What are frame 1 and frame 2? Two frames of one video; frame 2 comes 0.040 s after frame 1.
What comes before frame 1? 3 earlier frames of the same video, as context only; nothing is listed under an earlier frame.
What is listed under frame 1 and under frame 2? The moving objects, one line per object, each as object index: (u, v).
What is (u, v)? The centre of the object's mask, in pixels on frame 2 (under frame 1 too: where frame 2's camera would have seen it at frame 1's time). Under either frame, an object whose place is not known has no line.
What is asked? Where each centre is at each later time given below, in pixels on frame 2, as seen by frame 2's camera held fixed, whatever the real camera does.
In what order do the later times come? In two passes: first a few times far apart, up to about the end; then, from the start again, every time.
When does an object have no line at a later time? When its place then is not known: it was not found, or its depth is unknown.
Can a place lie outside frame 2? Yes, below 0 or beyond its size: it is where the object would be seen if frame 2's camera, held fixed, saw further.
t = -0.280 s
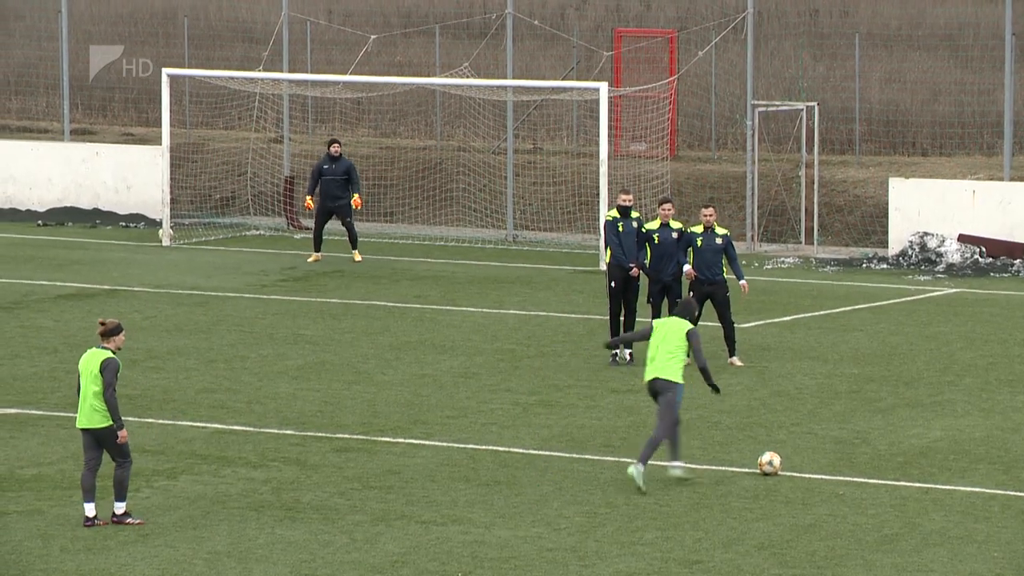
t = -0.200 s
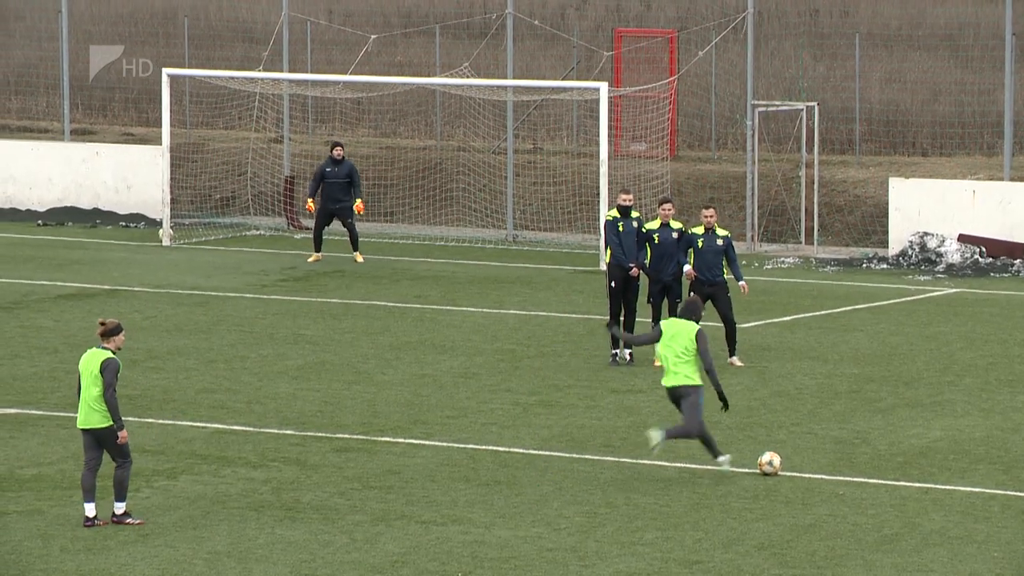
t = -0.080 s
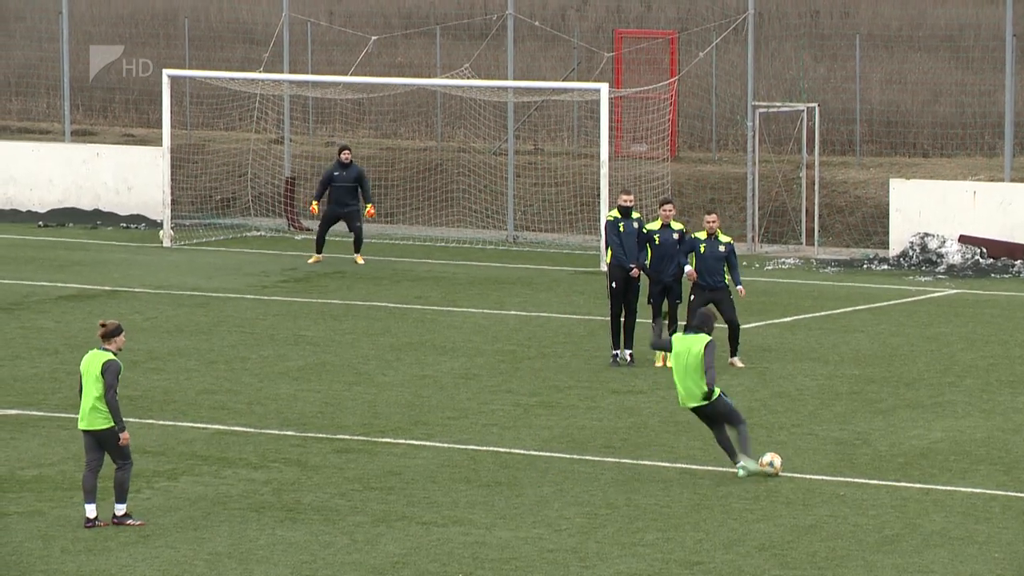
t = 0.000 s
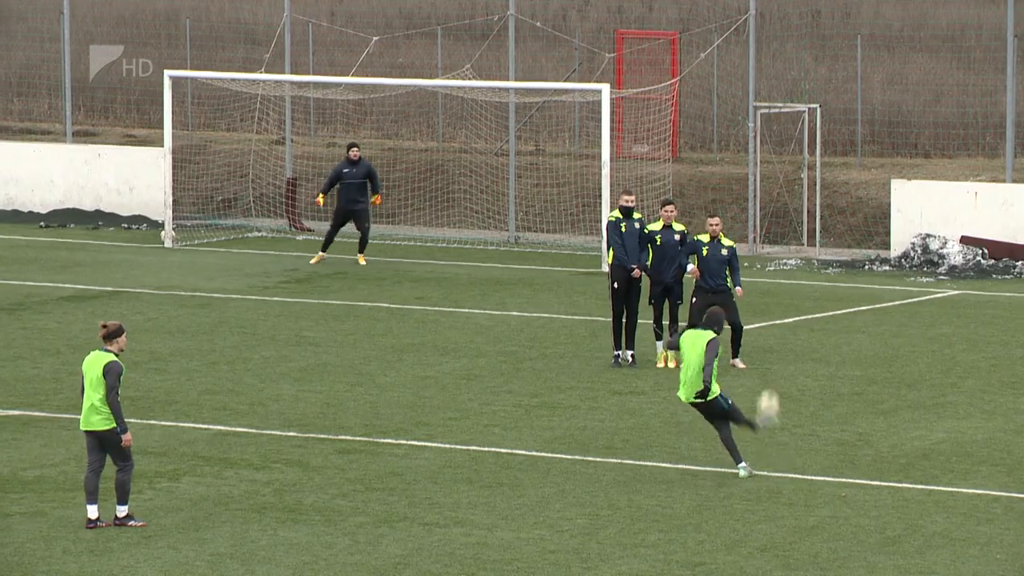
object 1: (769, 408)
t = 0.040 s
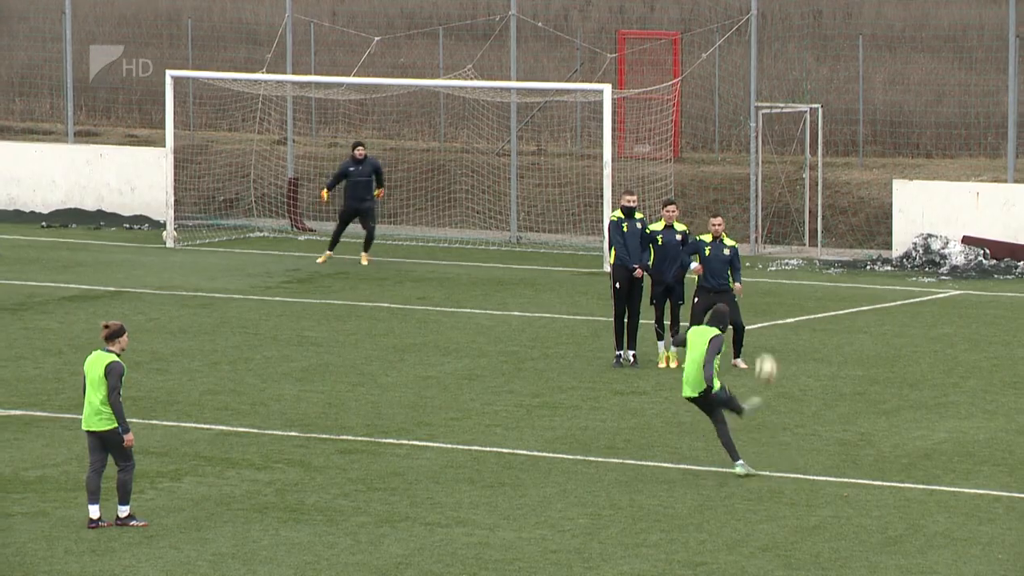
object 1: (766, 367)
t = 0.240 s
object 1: (738, 228)
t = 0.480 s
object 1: (688, 137)
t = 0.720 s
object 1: (627, 110)
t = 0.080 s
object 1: (762, 333)
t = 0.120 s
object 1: (757, 301)
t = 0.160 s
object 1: (751, 273)
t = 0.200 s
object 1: (743, 247)
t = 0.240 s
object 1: (738, 228)
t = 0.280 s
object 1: (731, 206)
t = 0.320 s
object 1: (722, 189)
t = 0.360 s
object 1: (714, 173)
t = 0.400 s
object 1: (706, 159)
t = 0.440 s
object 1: (697, 146)
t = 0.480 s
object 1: (688, 137)
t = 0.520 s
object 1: (678, 129)
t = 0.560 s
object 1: (668, 122)
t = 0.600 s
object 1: (658, 118)
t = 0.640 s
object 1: (647, 114)
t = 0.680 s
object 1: (637, 111)
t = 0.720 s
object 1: (627, 110)
